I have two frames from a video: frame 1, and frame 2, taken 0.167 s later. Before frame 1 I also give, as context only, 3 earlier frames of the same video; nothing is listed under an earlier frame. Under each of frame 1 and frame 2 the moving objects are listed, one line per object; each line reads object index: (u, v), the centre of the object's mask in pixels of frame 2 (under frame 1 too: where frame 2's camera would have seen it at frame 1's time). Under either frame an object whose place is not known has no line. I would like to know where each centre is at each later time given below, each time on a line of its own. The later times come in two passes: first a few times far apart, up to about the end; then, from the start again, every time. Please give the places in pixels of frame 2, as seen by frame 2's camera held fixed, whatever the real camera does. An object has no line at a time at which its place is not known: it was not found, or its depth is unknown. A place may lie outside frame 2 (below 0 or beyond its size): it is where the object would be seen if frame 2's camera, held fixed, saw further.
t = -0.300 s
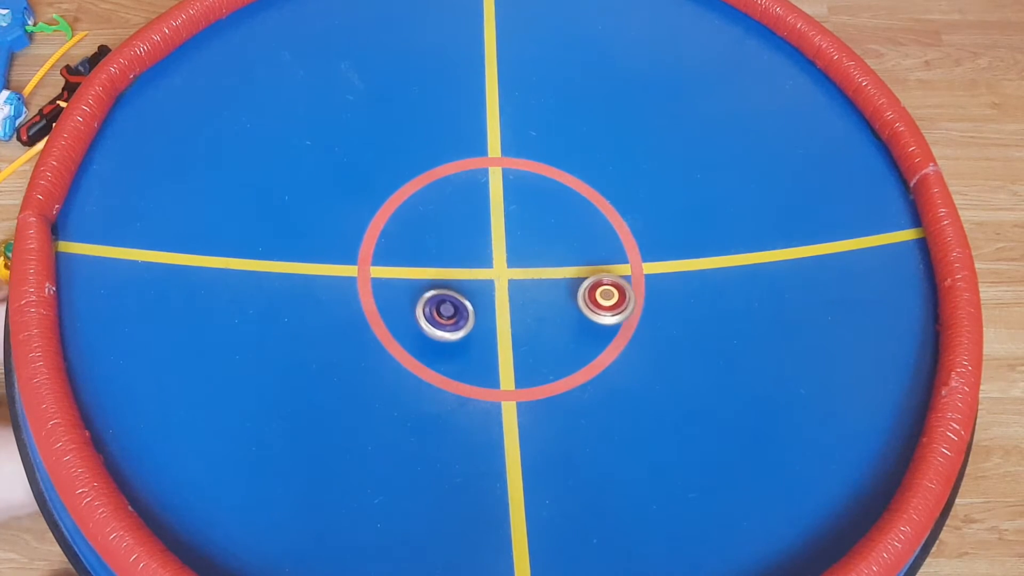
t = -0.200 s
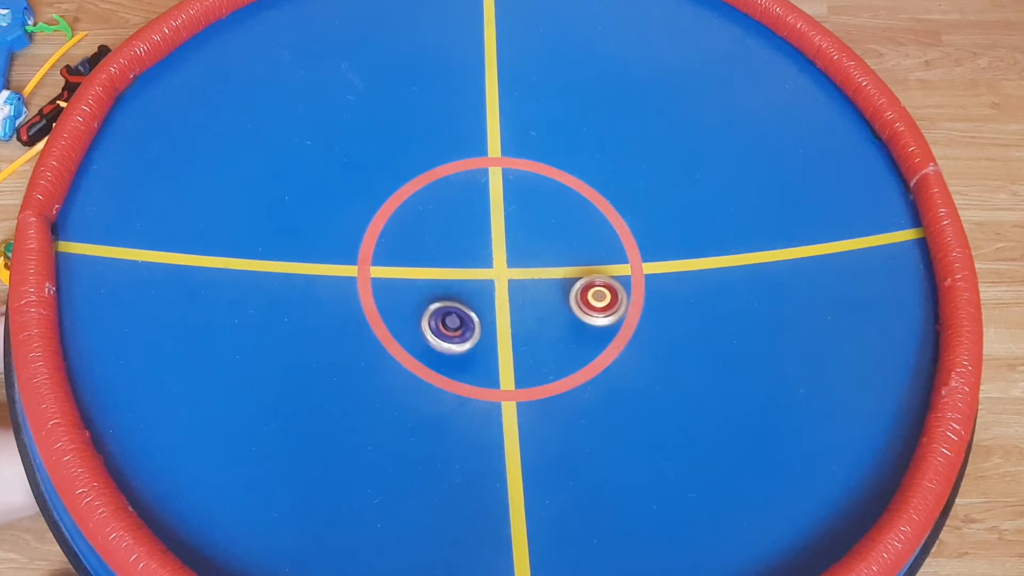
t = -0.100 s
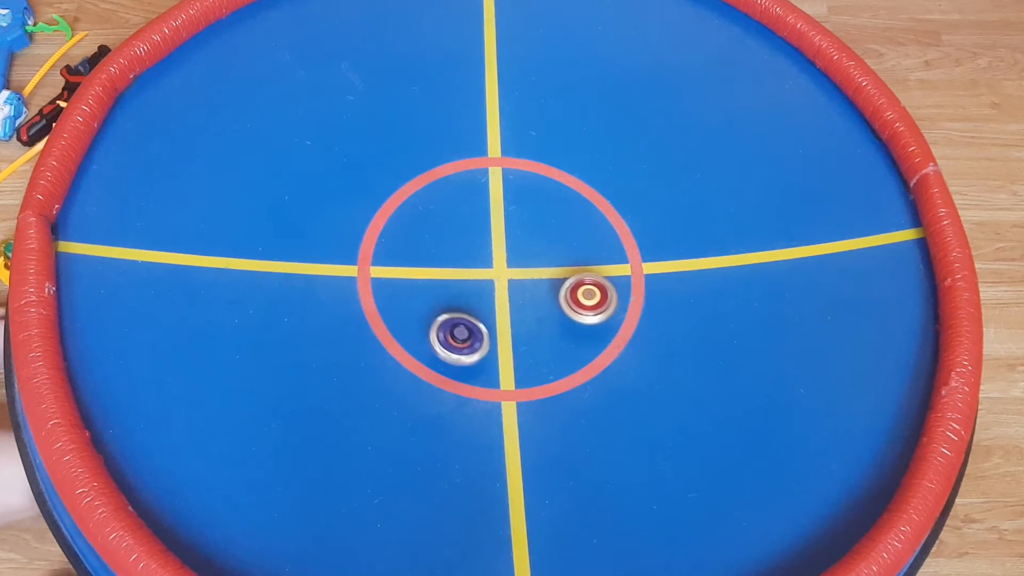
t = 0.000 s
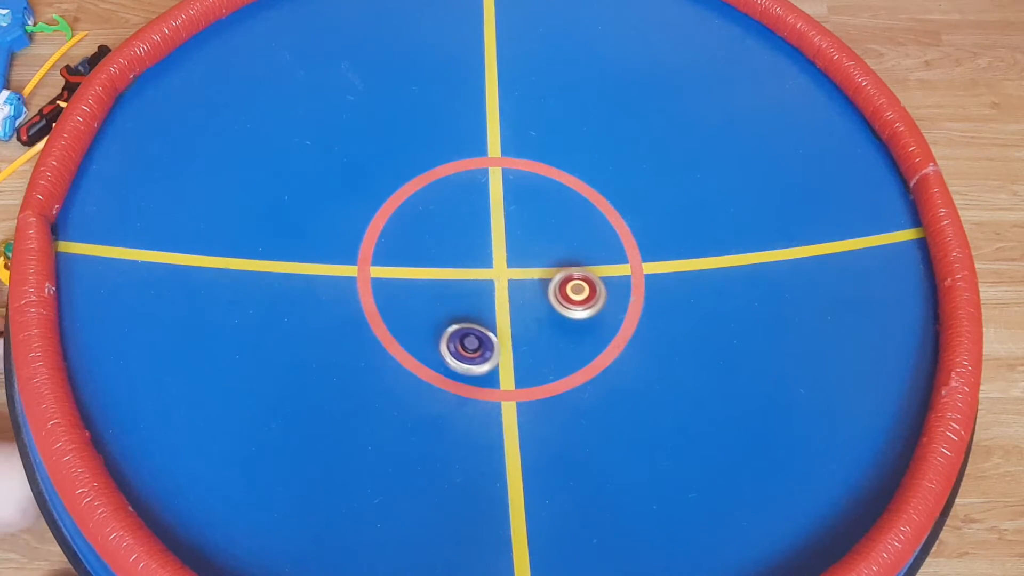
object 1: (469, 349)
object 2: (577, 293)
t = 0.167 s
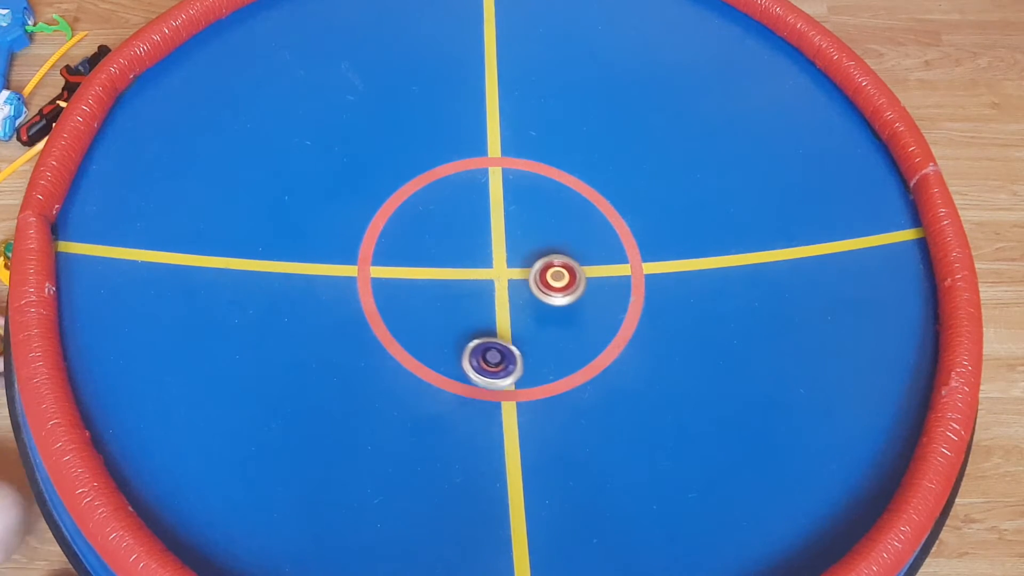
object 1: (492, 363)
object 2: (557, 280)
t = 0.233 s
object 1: (502, 367)
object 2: (550, 273)
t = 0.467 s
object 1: (538, 373)
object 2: (534, 247)
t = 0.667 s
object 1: (569, 368)
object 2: (530, 226)
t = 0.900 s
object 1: (601, 350)
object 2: (535, 210)
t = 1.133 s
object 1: (622, 323)
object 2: (542, 208)
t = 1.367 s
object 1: (630, 294)
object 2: (547, 220)
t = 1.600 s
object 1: (628, 263)
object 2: (541, 241)
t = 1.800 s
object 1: (615, 240)
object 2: (525, 259)
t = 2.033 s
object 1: (592, 217)
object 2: (500, 273)
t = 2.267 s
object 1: (562, 202)
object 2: (476, 279)
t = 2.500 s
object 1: (529, 197)
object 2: (461, 274)
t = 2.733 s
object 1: (498, 200)
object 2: (466, 264)
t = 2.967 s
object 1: (469, 212)
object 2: (486, 260)
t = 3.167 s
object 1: (450, 230)
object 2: (511, 262)
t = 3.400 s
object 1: (437, 255)
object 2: (541, 272)
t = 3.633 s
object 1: (436, 283)
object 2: (564, 288)
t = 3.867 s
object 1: (447, 311)
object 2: (575, 302)
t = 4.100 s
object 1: (472, 333)
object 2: (576, 308)
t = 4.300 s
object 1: (500, 345)
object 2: (569, 306)
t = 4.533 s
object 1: (536, 348)
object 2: (557, 294)
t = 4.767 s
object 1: (569, 339)
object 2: (549, 275)
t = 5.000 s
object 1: (597, 319)
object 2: (547, 253)
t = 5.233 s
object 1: (613, 294)
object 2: (551, 234)
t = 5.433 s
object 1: (618, 270)
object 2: (558, 226)
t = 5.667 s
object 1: (617, 244)
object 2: (558, 224)
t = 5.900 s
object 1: (604, 222)
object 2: (534, 221)
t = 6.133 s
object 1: (581, 204)
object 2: (511, 222)
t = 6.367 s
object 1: (552, 195)
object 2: (492, 226)
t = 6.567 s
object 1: (525, 195)
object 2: (480, 232)
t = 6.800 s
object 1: (498, 197)
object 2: (468, 252)
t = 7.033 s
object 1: (476, 206)
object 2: (452, 292)
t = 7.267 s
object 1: (457, 227)
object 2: (443, 323)
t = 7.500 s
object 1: (450, 251)
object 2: (443, 347)
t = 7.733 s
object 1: (453, 278)
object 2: (454, 358)
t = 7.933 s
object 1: (465, 301)
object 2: (476, 353)
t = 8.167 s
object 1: (394, 160)
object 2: (632, 506)
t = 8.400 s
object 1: (398, 102)
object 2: (683, 537)
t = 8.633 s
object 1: (418, 93)
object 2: (694, 507)
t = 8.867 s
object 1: (439, 90)
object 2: (700, 443)
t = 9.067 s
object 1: (460, 92)
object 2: (692, 381)
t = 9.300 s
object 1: (487, 110)
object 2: (663, 320)
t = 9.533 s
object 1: (511, 134)
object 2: (631, 279)
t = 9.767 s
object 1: (534, 156)
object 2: (592, 248)
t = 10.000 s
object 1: (557, 174)
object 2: (545, 231)
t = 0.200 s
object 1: (497, 365)
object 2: (553, 276)
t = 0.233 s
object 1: (502, 367)
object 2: (550, 273)
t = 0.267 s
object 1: (507, 369)
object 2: (547, 269)
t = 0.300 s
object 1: (512, 370)
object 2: (544, 266)
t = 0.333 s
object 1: (517, 372)
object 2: (541, 262)
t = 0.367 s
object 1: (523, 372)
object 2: (539, 258)
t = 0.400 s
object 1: (527, 373)
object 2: (537, 255)
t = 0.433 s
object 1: (533, 373)
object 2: (535, 251)
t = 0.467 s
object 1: (538, 373)
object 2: (534, 247)
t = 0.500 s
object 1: (543, 373)
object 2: (532, 244)
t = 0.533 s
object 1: (549, 373)
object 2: (531, 240)
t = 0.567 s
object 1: (554, 372)
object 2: (530, 236)
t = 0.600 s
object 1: (559, 371)
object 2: (530, 233)
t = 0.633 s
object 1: (564, 369)
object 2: (530, 229)
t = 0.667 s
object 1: (569, 368)
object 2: (530, 226)
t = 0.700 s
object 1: (574, 366)
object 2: (531, 223)
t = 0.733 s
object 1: (579, 364)
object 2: (531, 220)
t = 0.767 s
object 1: (584, 362)
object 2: (532, 218)
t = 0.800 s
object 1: (589, 359)
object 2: (532, 215)
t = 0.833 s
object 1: (593, 356)
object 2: (533, 213)
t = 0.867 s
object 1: (597, 353)
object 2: (534, 212)
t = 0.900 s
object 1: (601, 350)
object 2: (535, 210)
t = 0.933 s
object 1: (605, 346)
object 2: (536, 208)
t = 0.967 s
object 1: (608, 343)
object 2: (537, 207)
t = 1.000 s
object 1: (612, 339)
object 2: (538, 206)
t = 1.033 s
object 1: (615, 335)
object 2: (539, 206)
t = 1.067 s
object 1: (618, 331)
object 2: (540, 206)
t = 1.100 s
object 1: (620, 327)
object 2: (541, 207)
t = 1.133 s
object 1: (622, 323)
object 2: (542, 208)
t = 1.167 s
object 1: (624, 319)
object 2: (544, 208)
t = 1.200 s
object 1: (626, 315)
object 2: (545, 210)
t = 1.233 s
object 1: (627, 311)
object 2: (546, 211)
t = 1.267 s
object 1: (628, 306)
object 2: (546, 213)
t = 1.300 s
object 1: (629, 302)
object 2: (547, 216)
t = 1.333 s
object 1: (630, 298)
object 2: (547, 218)
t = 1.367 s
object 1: (630, 294)
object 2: (547, 220)
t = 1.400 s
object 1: (631, 289)
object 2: (547, 223)
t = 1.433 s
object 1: (631, 285)
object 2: (546, 226)
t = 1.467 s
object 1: (631, 280)
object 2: (546, 229)
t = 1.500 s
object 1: (631, 276)
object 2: (545, 232)
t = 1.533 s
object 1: (630, 272)
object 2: (544, 235)
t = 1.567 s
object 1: (629, 268)
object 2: (543, 238)
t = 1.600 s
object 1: (628, 263)
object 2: (541, 241)
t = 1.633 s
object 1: (626, 259)
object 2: (539, 244)
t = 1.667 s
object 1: (624, 255)
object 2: (537, 248)
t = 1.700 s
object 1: (622, 251)
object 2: (535, 251)
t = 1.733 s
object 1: (620, 247)
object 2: (532, 254)
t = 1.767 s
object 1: (617, 244)
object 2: (529, 257)
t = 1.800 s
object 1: (615, 240)
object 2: (525, 259)
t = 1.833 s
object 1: (612, 237)
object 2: (522, 262)
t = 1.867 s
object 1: (609, 233)
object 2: (518, 264)
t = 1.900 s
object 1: (606, 230)
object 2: (514, 266)
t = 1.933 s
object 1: (603, 227)
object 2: (511, 268)
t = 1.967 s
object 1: (599, 223)
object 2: (507, 270)
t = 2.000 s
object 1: (595, 220)
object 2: (504, 272)
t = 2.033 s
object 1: (592, 217)
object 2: (500, 273)
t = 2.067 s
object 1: (588, 214)
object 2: (496, 275)
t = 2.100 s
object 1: (584, 212)
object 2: (493, 276)
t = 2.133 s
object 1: (580, 210)
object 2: (489, 277)
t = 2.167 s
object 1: (575, 208)
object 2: (486, 278)
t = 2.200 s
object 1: (571, 206)
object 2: (482, 279)
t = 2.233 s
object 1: (567, 204)
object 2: (479, 279)
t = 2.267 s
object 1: (562, 202)
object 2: (476, 279)
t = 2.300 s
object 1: (558, 201)
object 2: (473, 279)
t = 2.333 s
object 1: (553, 200)
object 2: (470, 278)
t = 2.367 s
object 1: (548, 199)
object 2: (467, 278)
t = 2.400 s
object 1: (543, 198)
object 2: (465, 277)
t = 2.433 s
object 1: (539, 197)
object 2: (463, 276)
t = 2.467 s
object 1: (534, 197)
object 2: (462, 275)
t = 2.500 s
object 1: (529, 197)
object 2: (461, 274)
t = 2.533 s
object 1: (524, 196)
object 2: (461, 273)
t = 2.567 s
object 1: (520, 196)
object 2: (461, 271)
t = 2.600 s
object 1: (515, 197)
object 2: (461, 270)
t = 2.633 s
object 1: (511, 197)
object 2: (462, 269)
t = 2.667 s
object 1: (506, 198)
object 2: (463, 267)
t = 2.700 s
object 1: (502, 199)
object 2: (464, 266)
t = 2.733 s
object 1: (498, 200)
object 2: (466, 264)
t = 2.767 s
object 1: (493, 201)
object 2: (468, 263)
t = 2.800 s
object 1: (489, 202)
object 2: (471, 262)
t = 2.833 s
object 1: (485, 204)
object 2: (473, 261)
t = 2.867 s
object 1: (481, 205)
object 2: (476, 261)
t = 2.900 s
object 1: (476, 208)
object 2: (479, 260)
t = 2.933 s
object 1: (472, 210)
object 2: (482, 260)
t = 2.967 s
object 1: (469, 212)
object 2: (486, 260)
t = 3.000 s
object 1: (465, 215)
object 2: (490, 259)
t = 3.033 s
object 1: (461, 217)
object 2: (494, 259)
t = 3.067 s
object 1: (458, 220)
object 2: (498, 260)
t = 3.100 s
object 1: (455, 223)
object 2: (502, 260)
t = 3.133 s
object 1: (452, 226)
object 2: (507, 261)
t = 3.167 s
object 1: (450, 230)
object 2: (511, 262)
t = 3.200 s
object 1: (447, 233)
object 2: (515, 263)
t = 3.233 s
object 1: (445, 237)
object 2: (520, 264)
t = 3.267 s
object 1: (443, 240)
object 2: (525, 265)
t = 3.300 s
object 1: (441, 244)
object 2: (529, 267)
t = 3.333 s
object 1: (439, 248)
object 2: (533, 268)
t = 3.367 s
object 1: (438, 251)
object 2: (537, 270)
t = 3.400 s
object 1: (437, 255)
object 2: (541, 272)
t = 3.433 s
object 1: (436, 258)
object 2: (545, 274)
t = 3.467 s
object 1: (435, 262)
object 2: (548, 276)
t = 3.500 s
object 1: (435, 267)
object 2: (552, 278)
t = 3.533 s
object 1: (435, 271)
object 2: (555, 281)
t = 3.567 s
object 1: (435, 275)
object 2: (558, 283)
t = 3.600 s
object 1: (435, 279)
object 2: (561, 286)
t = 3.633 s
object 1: (436, 283)
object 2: (564, 288)
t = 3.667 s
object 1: (437, 288)
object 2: (566, 290)
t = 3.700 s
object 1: (438, 291)
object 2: (568, 293)
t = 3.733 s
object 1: (439, 296)
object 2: (570, 295)
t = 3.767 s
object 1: (441, 300)
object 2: (572, 297)
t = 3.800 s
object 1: (443, 304)
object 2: (573, 299)
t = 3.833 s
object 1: (445, 307)
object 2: (574, 300)
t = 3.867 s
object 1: (447, 311)
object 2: (575, 302)
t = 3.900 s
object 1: (450, 314)
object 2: (576, 304)
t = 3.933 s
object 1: (453, 318)
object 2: (577, 305)
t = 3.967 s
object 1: (456, 321)
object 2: (577, 307)
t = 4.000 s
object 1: (460, 324)
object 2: (577, 308)
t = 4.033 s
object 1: (464, 327)
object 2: (577, 308)
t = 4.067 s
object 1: (468, 330)
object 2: (576, 308)
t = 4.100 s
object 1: (472, 333)
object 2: (576, 308)
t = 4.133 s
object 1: (476, 335)
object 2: (575, 308)
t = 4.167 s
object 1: (480, 338)
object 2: (574, 308)
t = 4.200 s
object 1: (485, 340)
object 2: (574, 308)
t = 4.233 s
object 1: (490, 342)
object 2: (572, 308)
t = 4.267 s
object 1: (495, 343)
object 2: (571, 307)
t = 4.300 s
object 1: (500, 345)
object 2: (569, 306)
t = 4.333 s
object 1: (505, 346)
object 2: (568, 305)
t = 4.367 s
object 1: (510, 347)
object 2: (566, 304)
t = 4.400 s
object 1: (515, 347)
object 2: (564, 302)
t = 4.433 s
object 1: (520, 348)
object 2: (563, 300)
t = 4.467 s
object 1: (526, 348)
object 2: (561, 299)
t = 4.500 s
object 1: (530, 348)
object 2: (559, 296)
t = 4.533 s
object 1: (536, 348)
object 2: (557, 294)
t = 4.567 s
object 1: (541, 347)
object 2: (555, 292)
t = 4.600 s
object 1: (546, 346)
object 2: (554, 289)
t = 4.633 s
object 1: (551, 345)
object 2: (553, 287)
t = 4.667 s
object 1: (555, 344)
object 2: (552, 284)
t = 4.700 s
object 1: (560, 343)
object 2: (551, 281)
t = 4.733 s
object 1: (565, 341)
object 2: (550, 278)
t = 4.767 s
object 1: (569, 339)
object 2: (549, 275)
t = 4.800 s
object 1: (573, 337)
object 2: (548, 272)
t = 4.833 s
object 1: (578, 334)
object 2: (548, 268)
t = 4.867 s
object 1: (582, 332)
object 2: (547, 265)
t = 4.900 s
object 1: (586, 329)
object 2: (547, 262)
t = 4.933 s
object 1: (589, 326)
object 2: (547, 259)
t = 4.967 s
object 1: (593, 323)
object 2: (547, 255)
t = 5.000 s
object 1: (597, 319)
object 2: (547, 253)
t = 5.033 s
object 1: (600, 316)
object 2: (547, 250)
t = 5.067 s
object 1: (603, 312)
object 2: (547, 247)
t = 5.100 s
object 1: (605, 309)
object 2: (548, 244)
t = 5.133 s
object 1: (607, 305)
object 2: (548, 241)
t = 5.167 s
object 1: (610, 301)
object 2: (549, 239)
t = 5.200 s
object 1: (611, 298)
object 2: (550, 236)
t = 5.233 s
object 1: (613, 294)
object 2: (551, 234)
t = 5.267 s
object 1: (615, 290)
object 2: (552, 232)
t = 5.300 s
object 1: (616, 286)
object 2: (553, 230)
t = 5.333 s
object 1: (616, 282)
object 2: (555, 229)
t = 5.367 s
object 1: (617, 278)
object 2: (556, 228)
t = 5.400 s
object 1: (618, 274)
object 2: (557, 227)
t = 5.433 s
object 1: (618, 270)
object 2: (558, 226)
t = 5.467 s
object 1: (618, 266)
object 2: (559, 226)
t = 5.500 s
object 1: (617, 262)
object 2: (560, 225)
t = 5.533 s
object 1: (617, 258)
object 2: (561, 225)
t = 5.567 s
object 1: (616, 254)
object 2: (561, 225)
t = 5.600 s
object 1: (615, 251)
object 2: (562, 225)
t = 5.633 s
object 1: (615, 247)
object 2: (561, 225)
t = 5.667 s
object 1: (617, 244)
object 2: (558, 224)
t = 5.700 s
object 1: (617, 242)
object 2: (555, 223)
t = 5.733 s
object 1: (615, 239)
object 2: (552, 223)
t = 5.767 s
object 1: (614, 236)
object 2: (548, 223)
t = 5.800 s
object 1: (611, 232)
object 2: (545, 222)
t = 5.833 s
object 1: (609, 229)
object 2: (541, 222)
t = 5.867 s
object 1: (607, 226)
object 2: (538, 221)
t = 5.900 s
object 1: (604, 222)
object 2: (534, 221)
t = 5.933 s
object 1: (601, 219)
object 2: (531, 221)
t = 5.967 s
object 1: (598, 216)
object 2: (528, 221)
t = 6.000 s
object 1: (595, 214)
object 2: (525, 221)
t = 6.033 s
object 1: (591, 211)
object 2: (521, 221)
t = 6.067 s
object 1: (588, 209)
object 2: (518, 221)
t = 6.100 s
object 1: (585, 207)
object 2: (514, 222)
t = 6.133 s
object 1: (581, 204)
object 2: (511, 222)
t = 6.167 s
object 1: (577, 203)
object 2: (508, 222)
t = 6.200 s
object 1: (573, 201)
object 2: (506, 223)
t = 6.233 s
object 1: (569, 199)
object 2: (503, 223)
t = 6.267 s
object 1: (565, 198)
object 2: (500, 224)
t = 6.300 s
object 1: (561, 197)
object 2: (497, 224)
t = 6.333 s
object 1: (556, 196)
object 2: (494, 225)
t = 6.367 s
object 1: (552, 195)
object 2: (492, 226)
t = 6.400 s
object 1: (548, 195)
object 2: (490, 227)
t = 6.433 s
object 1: (543, 194)
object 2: (487, 228)
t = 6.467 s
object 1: (538, 194)
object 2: (485, 229)
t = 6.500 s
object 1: (534, 194)
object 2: (483, 230)
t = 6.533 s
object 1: (530, 195)
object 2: (481, 231)
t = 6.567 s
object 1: (525, 195)
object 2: (480, 232)
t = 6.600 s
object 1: (521, 196)
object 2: (479, 233)
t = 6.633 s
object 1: (516, 196)
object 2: (477, 234)
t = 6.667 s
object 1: (512, 198)
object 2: (476, 236)
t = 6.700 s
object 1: (508, 199)
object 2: (474, 238)
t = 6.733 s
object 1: (504, 200)
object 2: (473, 239)
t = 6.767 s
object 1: (500, 200)
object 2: (471, 242)
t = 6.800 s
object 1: (498, 197)
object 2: (468, 252)
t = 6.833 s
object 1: (495, 195)
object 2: (466, 260)
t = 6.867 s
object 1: (492, 196)
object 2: (463, 266)
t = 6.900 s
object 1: (489, 197)
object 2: (460, 272)
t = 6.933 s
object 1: (486, 199)
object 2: (458, 277)
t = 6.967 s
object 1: (483, 201)
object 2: (456, 282)
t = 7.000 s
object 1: (479, 203)
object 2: (454, 287)
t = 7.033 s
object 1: (476, 206)
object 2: (452, 292)
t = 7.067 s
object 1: (473, 209)
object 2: (450, 296)
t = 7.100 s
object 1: (470, 211)
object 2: (449, 302)
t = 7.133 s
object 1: (467, 214)
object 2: (447, 306)
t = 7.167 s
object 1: (464, 217)
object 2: (446, 310)
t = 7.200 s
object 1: (462, 220)
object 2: (445, 314)
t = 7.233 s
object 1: (459, 223)
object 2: (444, 318)
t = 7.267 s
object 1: (457, 227)
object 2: (443, 323)
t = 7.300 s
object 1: (456, 230)
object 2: (443, 327)
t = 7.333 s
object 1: (454, 234)
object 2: (442, 330)
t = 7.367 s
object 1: (453, 237)
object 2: (442, 334)
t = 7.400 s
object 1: (451, 240)
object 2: (442, 337)
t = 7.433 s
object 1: (451, 244)
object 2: (442, 341)
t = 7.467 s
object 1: (450, 247)
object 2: (443, 344)
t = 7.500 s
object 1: (450, 251)
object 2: (443, 347)
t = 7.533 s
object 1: (449, 255)
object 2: (444, 349)
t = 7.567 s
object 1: (449, 259)
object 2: (445, 352)
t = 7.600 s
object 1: (449, 262)
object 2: (447, 354)
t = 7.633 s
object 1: (450, 266)
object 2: (448, 355)
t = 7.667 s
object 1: (451, 270)
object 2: (450, 357)
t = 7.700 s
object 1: (452, 274)
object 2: (452, 358)
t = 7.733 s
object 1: (453, 278)
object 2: (454, 358)
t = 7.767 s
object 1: (455, 282)
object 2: (457, 358)
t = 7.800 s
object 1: (456, 286)
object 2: (460, 358)
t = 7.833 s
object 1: (458, 289)
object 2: (463, 357)
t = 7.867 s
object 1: (460, 293)
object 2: (467, 356)
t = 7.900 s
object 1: (463, 297)
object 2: (472, 355)
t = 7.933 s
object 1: (465, 301)
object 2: (476, 353)
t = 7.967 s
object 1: (463, 295)
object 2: (489, 363)
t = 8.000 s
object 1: (445, 267)
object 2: (517, 396)
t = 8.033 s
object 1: (431, 241)
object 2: (547, 427)
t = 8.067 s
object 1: (420, 219)
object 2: (569, 450)
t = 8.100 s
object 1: (408, 196)
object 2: (593, 472)
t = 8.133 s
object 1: (400, 176)
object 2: (614, 491)
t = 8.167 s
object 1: (394, 160)
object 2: (632, 506)
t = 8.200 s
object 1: (390, 146)
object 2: (648, 518)
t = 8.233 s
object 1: (387, 133)
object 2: (659, 526)
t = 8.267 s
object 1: (386, 123)
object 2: (667, 531)
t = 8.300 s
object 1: (388, 115)
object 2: (673, 534)
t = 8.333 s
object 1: (391, 109)
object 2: (677, 536)
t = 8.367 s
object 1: (394, 105)
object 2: (680, 537)
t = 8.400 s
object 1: (398, 102)
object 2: (683, 537)
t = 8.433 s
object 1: (401, 99)
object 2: (685, 536)
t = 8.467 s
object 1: (405, 98)
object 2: (688, 533)
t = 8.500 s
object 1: (408, 96)
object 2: (689, 530)
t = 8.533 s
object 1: (410, 96)
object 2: (690, 525)
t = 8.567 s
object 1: (413, 95)
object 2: (692, 520)
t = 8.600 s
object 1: (416, 94)
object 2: (693, 514)
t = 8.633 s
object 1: (418, 93)
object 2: (694, 507)
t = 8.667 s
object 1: (421, 93)
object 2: (695, 499)
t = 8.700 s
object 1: (424, 92)
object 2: (696, 491)
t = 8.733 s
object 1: (427, 92)
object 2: (697, 482)
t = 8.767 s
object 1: (430, 91)
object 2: (698, 473)
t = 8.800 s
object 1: (433, 91)
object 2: (699, 463)
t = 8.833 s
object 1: (436, 91)
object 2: (700, 453)
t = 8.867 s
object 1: (439, 90)
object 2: (700, 443)
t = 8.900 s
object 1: (442, 90)
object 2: (700, 433)
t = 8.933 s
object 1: (445, 89)
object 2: (699, 422)
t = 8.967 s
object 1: (449, 89)
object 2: (698, 411)
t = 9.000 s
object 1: (452, 90)
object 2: (696, 401)
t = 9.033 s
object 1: (456, 91)
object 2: (694, 391)
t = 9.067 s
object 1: (460, 92)
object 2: (692, 381)
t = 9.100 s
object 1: (464, 94)
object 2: (688, 371)
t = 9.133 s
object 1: (468, 96)
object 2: (685, 362)
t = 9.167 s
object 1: (471, 98)
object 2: (681, 353)
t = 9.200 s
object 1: (475, 101)
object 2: (677, 344)
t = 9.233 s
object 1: (479, 104)
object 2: (673, 336)
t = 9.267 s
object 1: (483, 107)
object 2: (668, 327)
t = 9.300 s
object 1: (487, 110)
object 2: (663, 320)
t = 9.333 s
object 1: (490, 114)
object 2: (659, 313)
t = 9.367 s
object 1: (494, 117)
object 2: (654, 307)
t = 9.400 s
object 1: (497, 121)
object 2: (650, 301)
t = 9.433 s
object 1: (501, 124)
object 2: (645, 295)
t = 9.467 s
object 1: (504, 127)
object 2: (641, 290)
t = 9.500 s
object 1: (508, 131)
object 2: (636, 284)
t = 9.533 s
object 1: (511, 134)
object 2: (631, 279)
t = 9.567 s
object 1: (514, 138)
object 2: (626, 274)
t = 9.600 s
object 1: (518, 141)
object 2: (622, 269)
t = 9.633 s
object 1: (521, 144)
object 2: (616, 264)
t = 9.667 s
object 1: (524, 147)
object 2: (610, 260)
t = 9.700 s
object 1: (527, 150)
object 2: (604, 256)
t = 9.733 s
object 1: (531, 153)
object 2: (598, 252)
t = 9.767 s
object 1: (534, 156)
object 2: (592, 248)
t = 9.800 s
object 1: (537, 159)
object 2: (585, 245)
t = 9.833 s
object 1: (540, 162)
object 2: (579, 241)
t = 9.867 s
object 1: (544, 164)
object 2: (572, 239)
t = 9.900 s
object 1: (547, 167)
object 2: (565, 237)
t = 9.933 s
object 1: (551, 169)
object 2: (559, 234)
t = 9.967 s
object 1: (554, 172)
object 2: (552, 233)
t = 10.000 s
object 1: (557, 174)
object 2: (545, 231)
